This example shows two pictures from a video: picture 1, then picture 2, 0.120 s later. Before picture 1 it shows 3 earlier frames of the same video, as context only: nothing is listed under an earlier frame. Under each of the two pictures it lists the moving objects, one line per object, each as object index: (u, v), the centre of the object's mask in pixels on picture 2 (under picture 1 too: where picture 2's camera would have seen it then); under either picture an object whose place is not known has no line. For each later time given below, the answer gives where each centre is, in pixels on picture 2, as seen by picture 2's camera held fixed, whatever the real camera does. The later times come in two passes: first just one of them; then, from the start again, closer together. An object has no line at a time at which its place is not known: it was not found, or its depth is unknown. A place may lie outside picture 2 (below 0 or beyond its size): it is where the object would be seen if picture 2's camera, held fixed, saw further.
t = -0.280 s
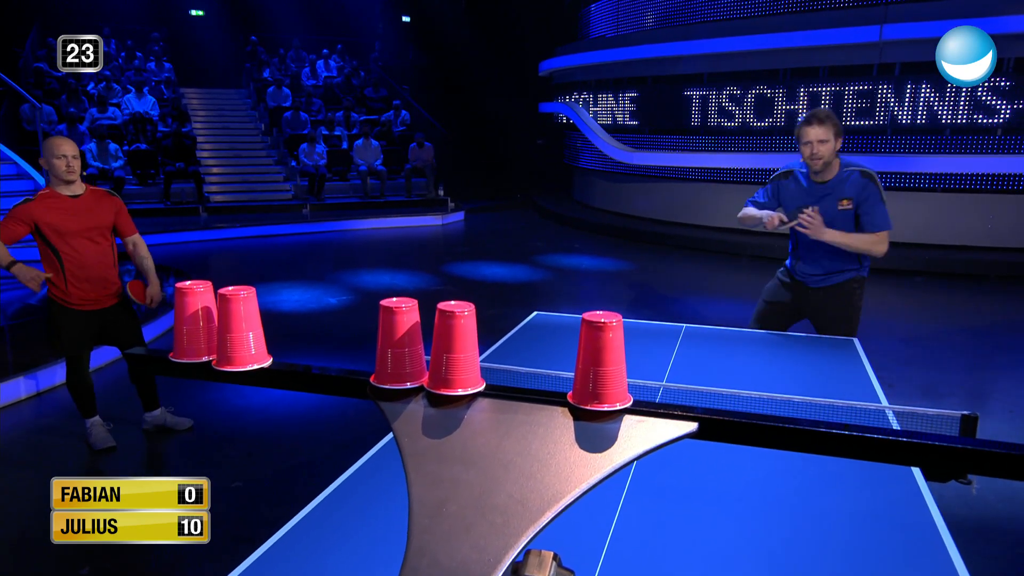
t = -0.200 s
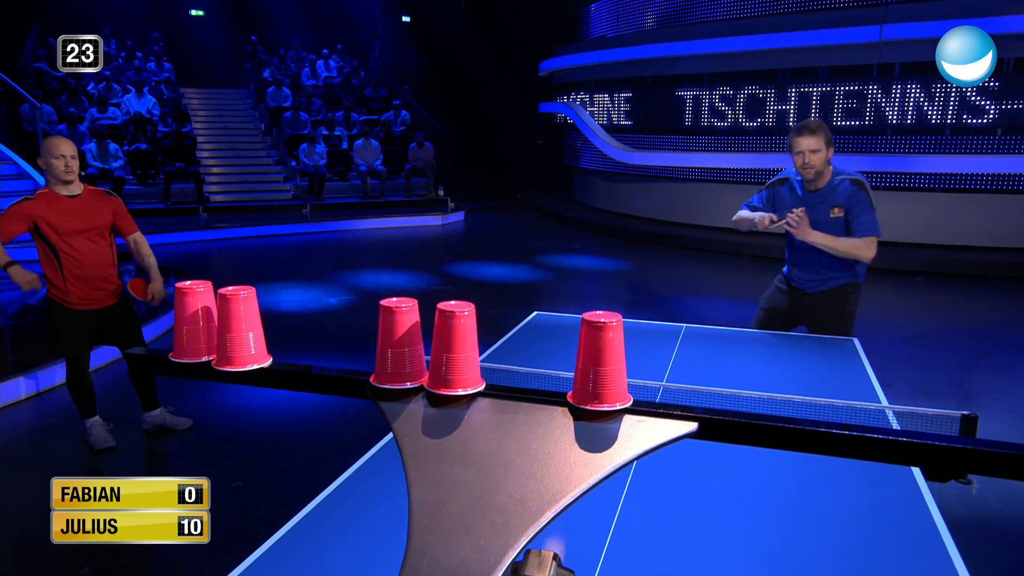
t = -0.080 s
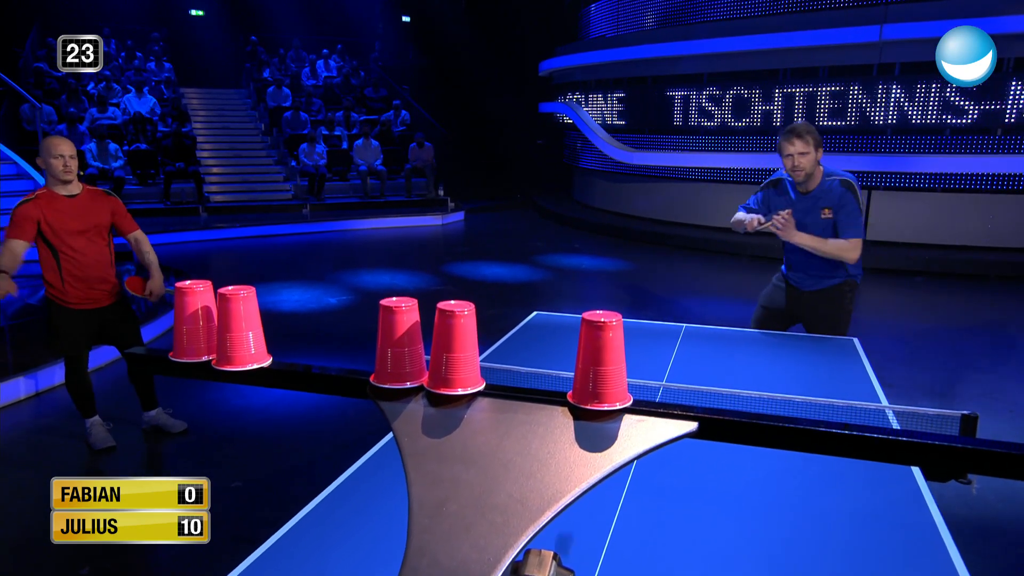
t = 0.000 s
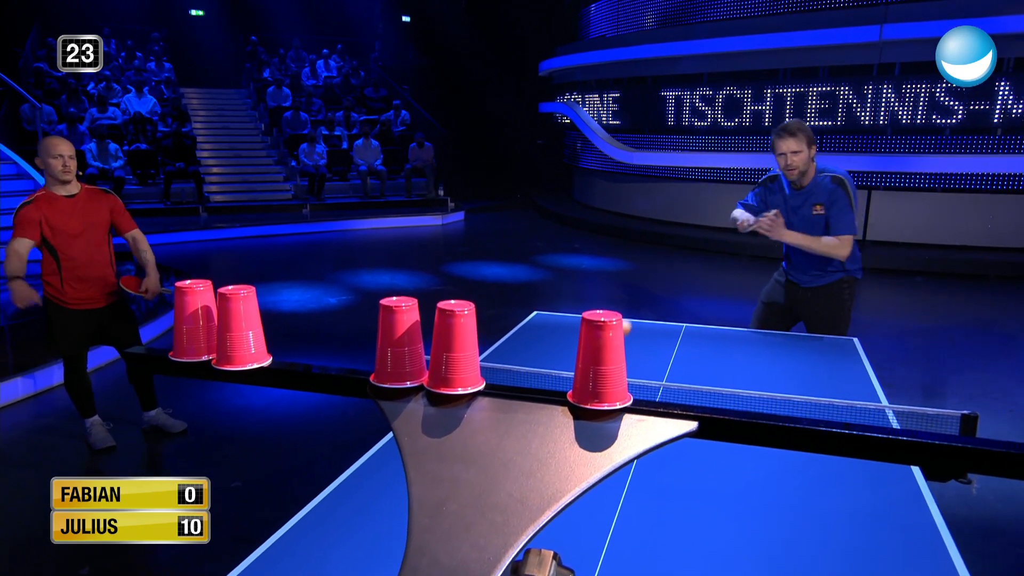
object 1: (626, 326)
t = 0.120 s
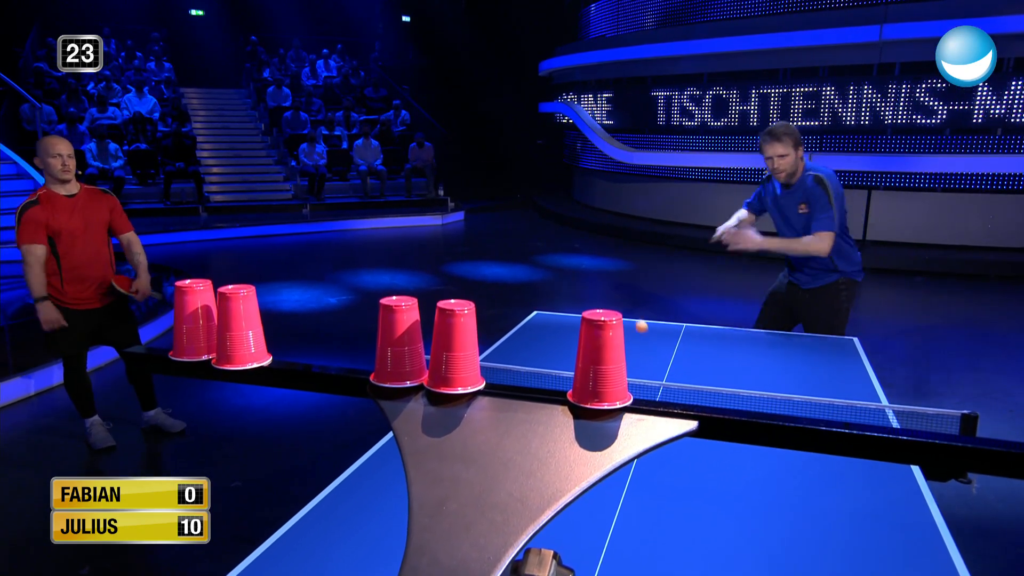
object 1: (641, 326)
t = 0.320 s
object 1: (660, 302)
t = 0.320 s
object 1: (660, 302)
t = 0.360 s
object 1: (664, 282)
